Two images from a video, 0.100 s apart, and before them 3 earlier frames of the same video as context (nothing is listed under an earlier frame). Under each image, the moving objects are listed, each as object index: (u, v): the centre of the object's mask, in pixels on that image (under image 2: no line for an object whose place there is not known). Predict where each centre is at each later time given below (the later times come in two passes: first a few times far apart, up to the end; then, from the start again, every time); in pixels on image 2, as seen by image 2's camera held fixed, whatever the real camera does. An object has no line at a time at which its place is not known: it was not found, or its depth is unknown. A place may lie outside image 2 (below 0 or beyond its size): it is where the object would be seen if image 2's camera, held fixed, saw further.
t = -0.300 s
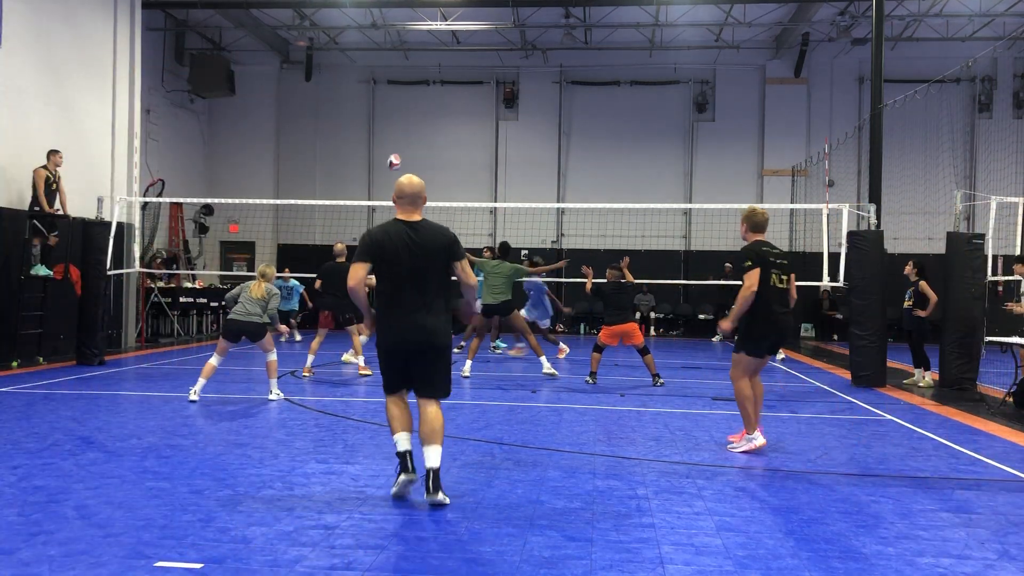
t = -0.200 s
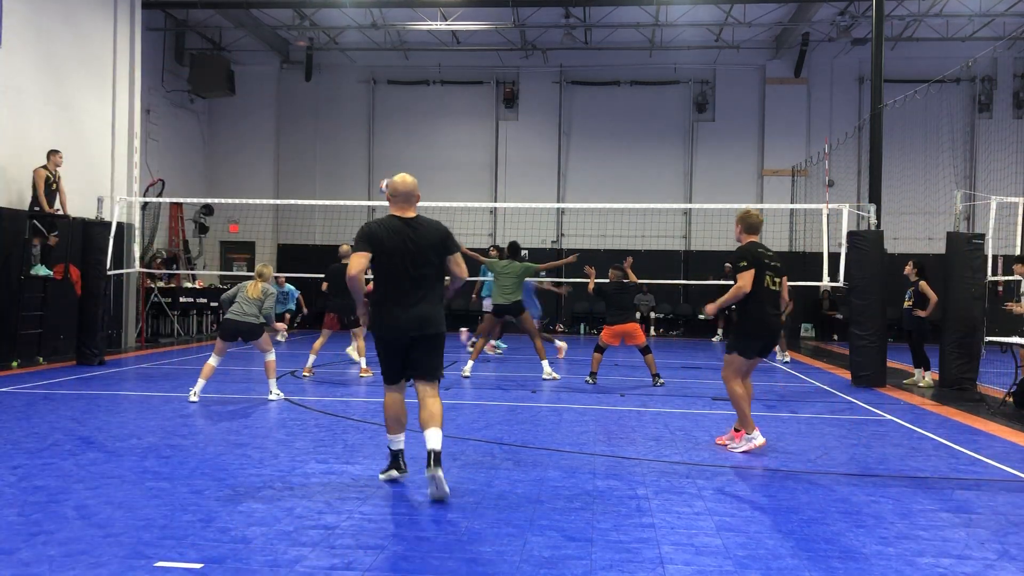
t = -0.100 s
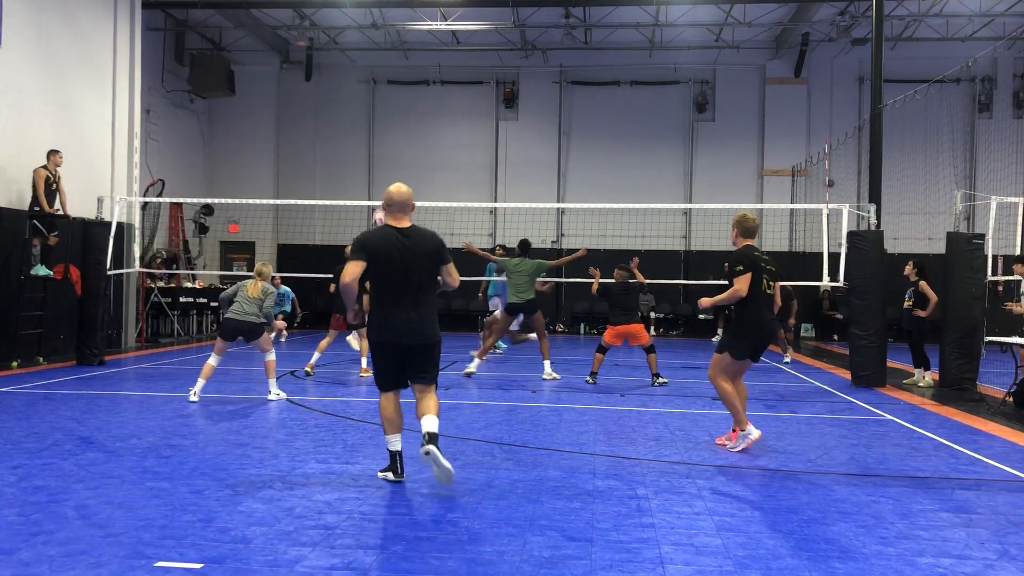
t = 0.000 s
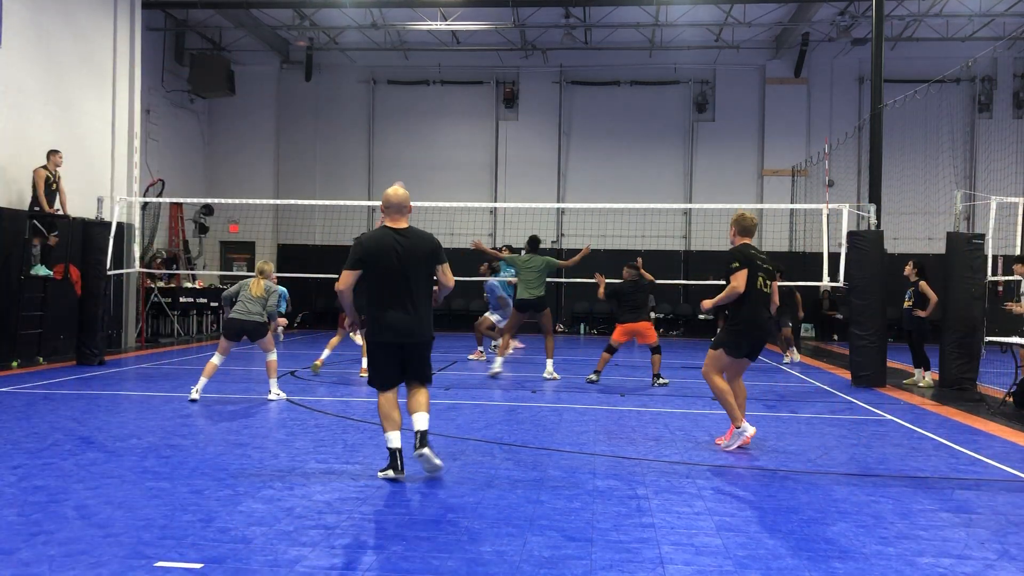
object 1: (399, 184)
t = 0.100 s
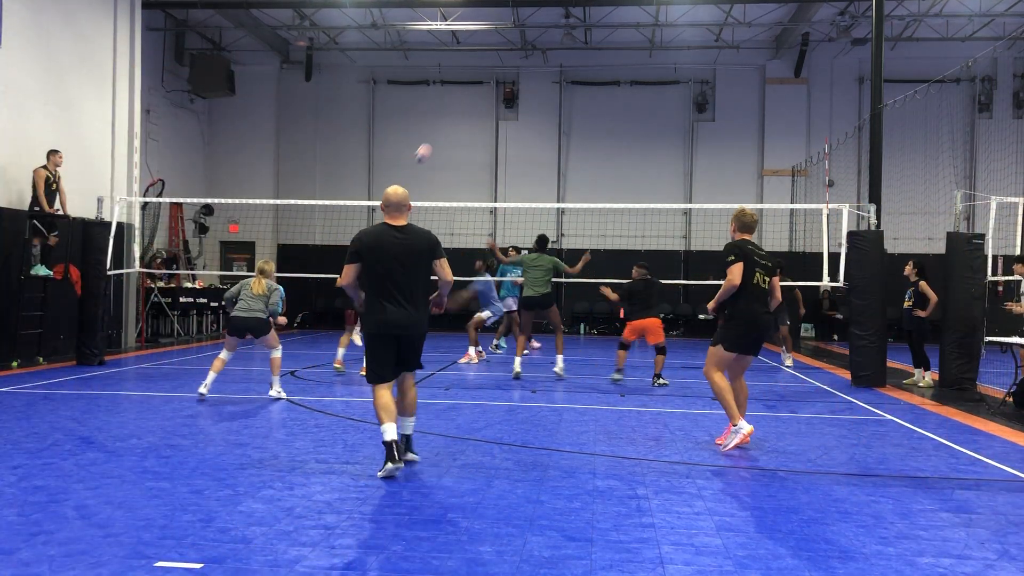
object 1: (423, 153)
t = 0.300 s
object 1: (477, 98)
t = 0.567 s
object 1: (547, 65)
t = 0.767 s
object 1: (598, 72)
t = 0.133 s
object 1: (432, 142)
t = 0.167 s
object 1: (441, 131)
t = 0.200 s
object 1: (451, 121)
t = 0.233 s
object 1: (459, 113)
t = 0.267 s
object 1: (468, 105)
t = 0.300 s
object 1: (477, 98)
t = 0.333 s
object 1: (486, 91)
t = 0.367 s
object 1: (494, 85)
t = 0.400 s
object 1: (503, 80)
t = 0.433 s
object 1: (512, 76)
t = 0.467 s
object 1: (521, 72)
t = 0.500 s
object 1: (529, 69)
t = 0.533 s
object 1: (538, 67)
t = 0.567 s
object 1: (547, 65)
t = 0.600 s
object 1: (556, 65)
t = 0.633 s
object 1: (564, 65)
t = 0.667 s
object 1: (572, 65)
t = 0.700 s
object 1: (581, 67)
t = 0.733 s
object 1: (589, 69)
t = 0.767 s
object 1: (598, 72)
